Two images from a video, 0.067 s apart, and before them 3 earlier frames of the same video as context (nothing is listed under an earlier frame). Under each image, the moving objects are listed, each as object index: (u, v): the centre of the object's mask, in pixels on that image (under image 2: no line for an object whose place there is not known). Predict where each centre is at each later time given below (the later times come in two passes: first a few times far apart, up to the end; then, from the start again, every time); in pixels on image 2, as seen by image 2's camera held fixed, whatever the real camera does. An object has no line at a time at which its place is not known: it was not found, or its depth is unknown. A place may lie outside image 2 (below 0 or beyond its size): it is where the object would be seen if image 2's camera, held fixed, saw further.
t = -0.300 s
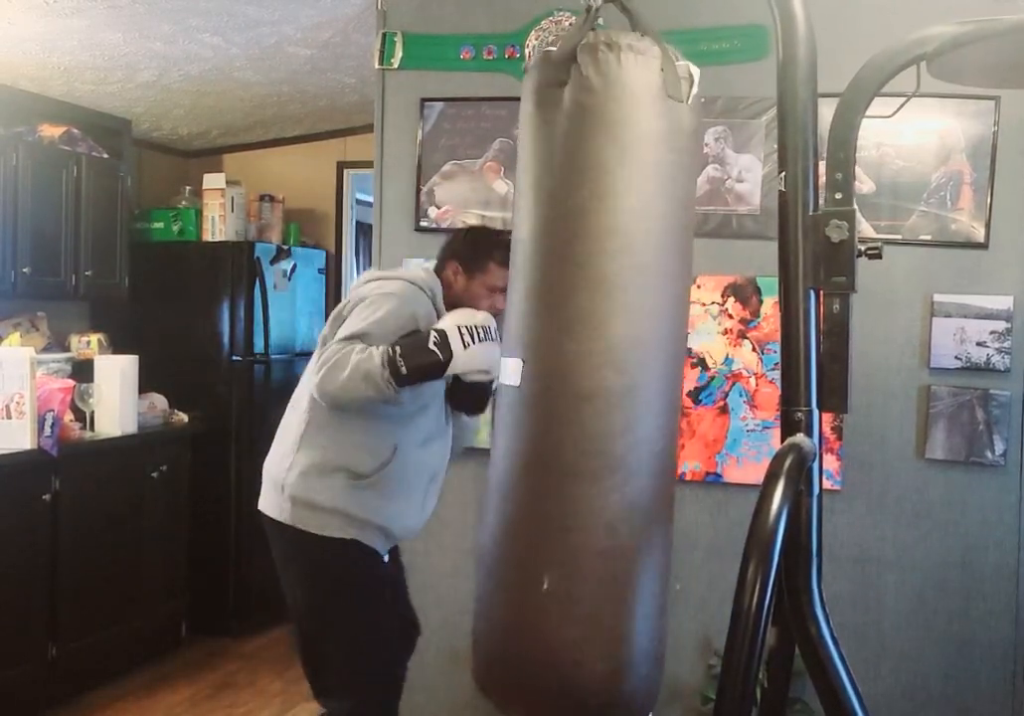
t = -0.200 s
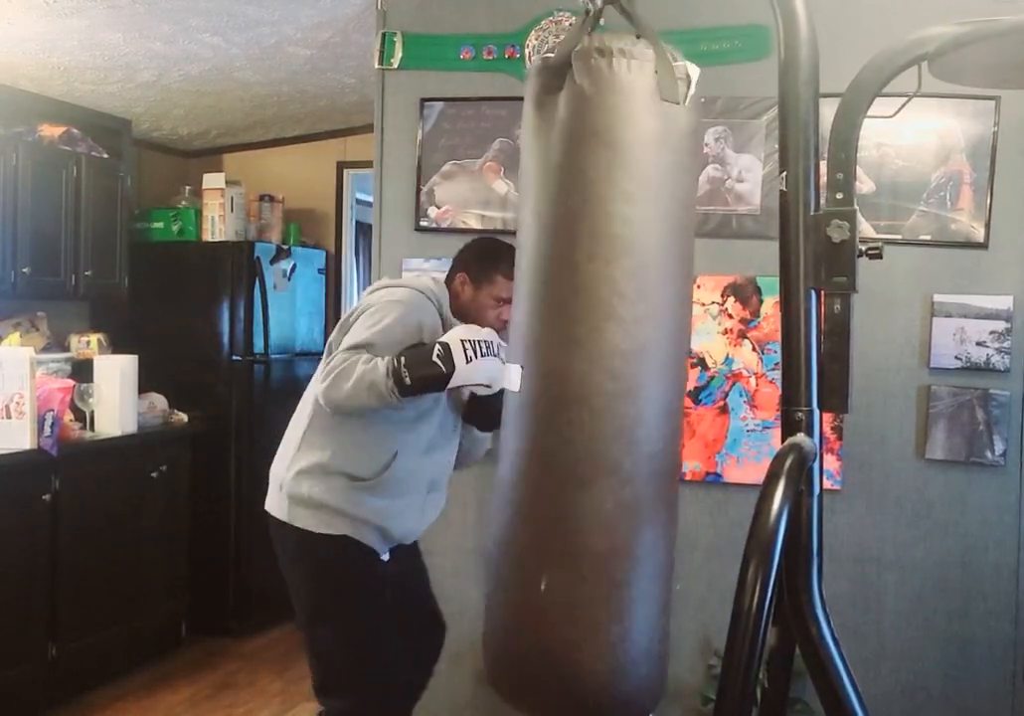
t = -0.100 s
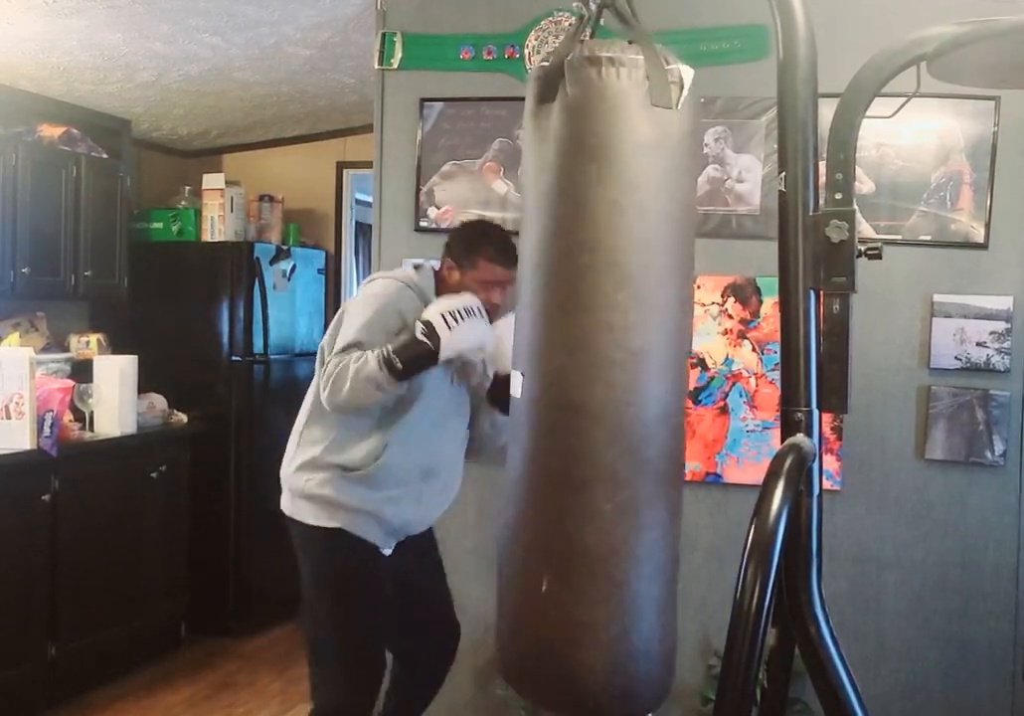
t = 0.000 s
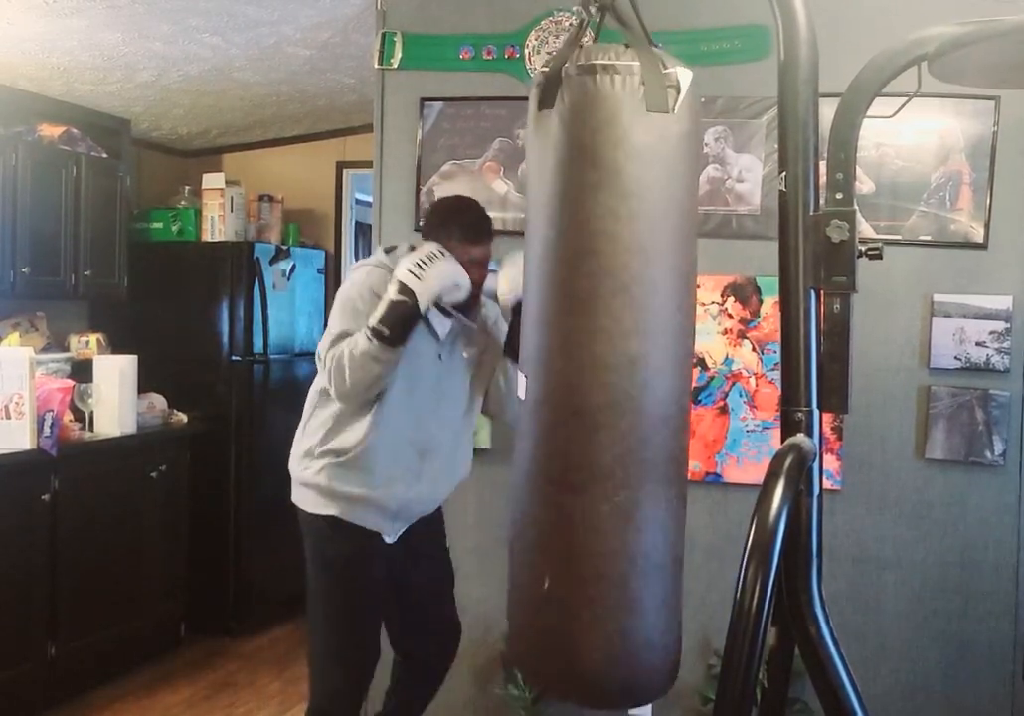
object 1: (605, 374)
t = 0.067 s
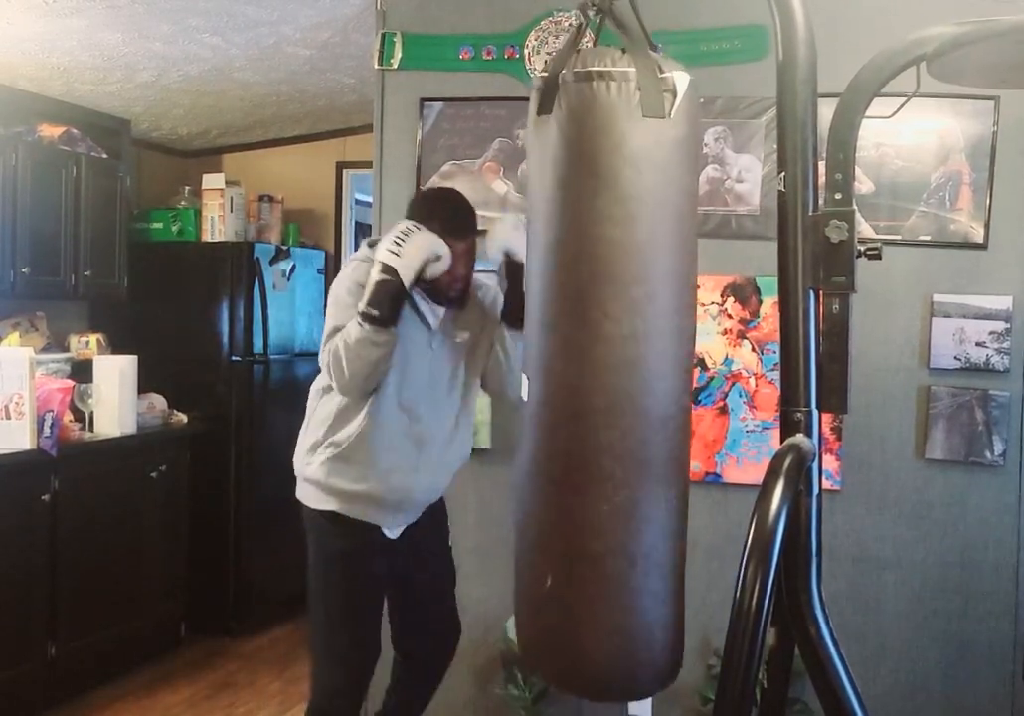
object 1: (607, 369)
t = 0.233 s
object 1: (612, 356)
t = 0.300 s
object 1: (613, 349)
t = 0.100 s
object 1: (608, 368)
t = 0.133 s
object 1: (609, 365)
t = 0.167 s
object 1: (610, 357)
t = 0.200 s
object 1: (611, 359)
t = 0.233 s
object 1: (612, 356)
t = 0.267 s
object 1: (613, 352)
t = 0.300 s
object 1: (613, 349)
